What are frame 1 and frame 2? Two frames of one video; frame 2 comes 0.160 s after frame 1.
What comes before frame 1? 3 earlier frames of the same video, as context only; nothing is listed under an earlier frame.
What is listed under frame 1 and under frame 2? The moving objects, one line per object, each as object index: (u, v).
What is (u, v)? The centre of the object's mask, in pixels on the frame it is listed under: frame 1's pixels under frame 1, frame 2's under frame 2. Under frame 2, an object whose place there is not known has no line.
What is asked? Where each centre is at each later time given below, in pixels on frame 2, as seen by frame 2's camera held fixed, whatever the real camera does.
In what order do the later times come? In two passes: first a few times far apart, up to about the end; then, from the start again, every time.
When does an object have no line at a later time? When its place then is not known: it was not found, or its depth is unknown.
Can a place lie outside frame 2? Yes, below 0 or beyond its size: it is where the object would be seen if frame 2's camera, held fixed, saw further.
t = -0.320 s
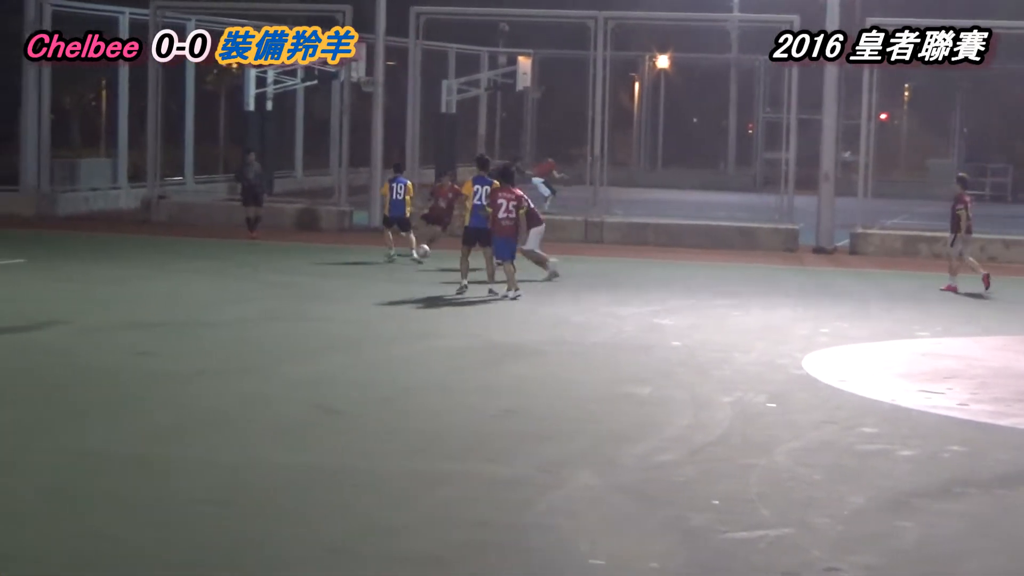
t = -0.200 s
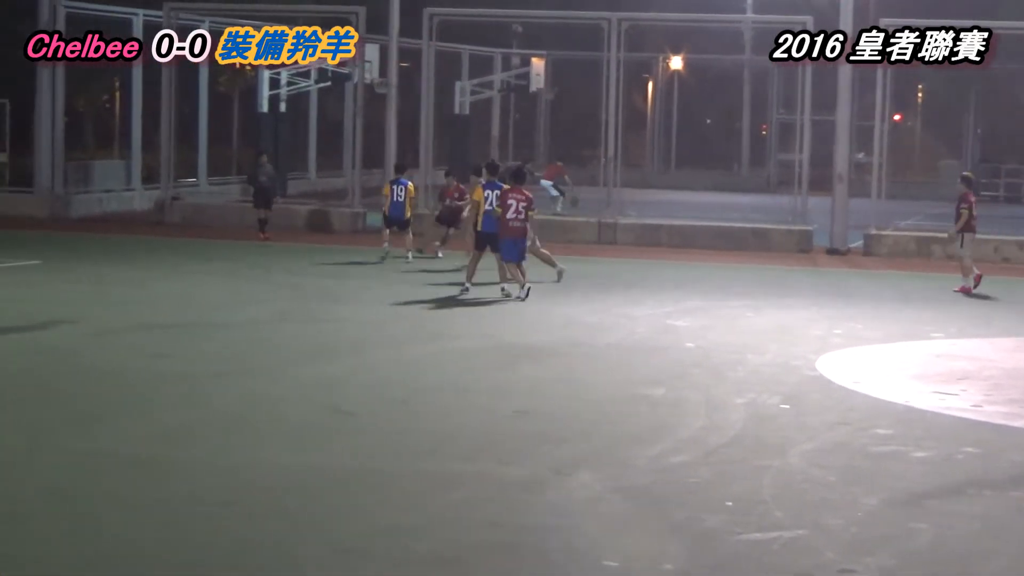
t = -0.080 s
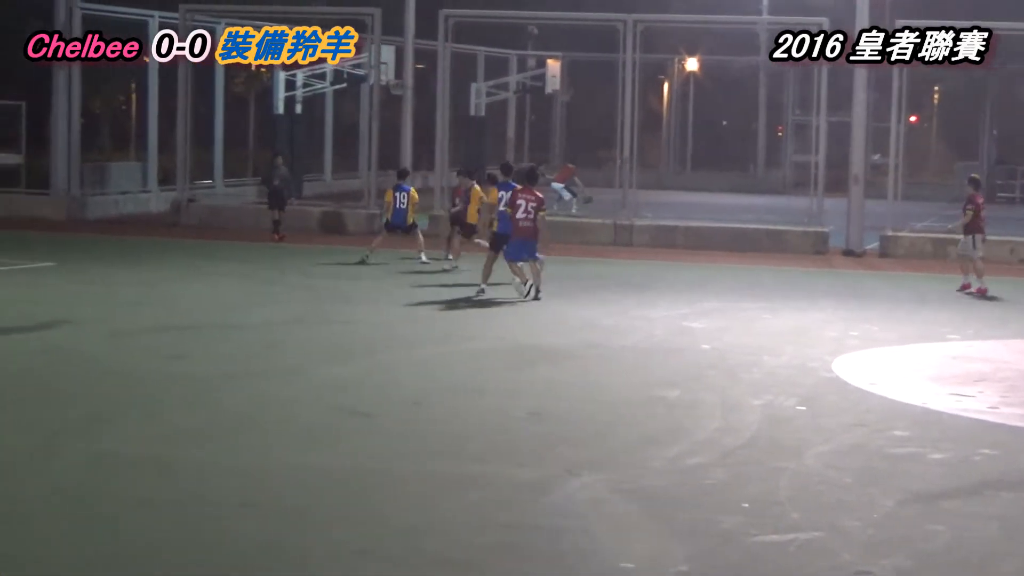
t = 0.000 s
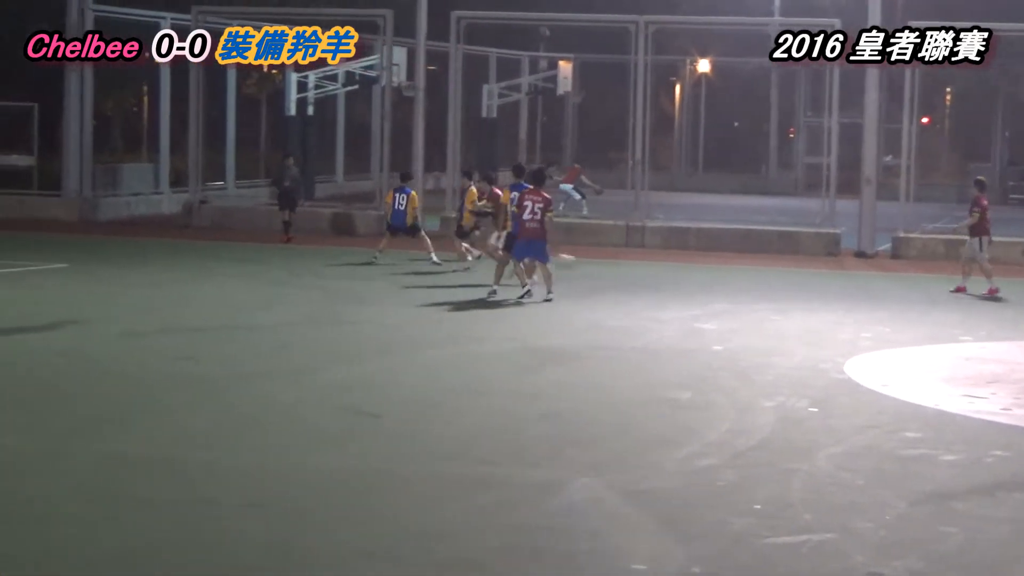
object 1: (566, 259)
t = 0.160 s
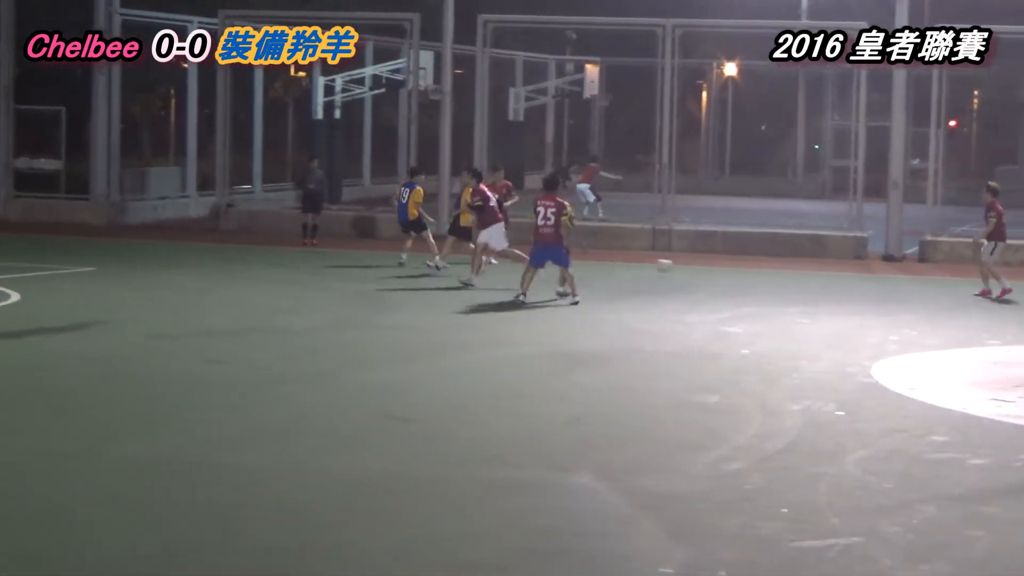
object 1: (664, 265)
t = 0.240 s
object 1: (699, 272)
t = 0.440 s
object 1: (769, 274)
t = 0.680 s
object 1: (848, 280)
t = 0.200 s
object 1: (683, 267)
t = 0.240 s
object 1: (699, 272)
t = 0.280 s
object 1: (714, 272)
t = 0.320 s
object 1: (728, 271)
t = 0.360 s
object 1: (741, 271)
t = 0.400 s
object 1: (755, 272)
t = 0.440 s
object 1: (769, 274)
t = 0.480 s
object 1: (782, 278)
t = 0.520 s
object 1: (795, 276)
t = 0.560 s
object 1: (808, 276)
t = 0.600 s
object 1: (821, 277)
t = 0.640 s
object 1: (835, 278)
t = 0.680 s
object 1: (848, 280)
